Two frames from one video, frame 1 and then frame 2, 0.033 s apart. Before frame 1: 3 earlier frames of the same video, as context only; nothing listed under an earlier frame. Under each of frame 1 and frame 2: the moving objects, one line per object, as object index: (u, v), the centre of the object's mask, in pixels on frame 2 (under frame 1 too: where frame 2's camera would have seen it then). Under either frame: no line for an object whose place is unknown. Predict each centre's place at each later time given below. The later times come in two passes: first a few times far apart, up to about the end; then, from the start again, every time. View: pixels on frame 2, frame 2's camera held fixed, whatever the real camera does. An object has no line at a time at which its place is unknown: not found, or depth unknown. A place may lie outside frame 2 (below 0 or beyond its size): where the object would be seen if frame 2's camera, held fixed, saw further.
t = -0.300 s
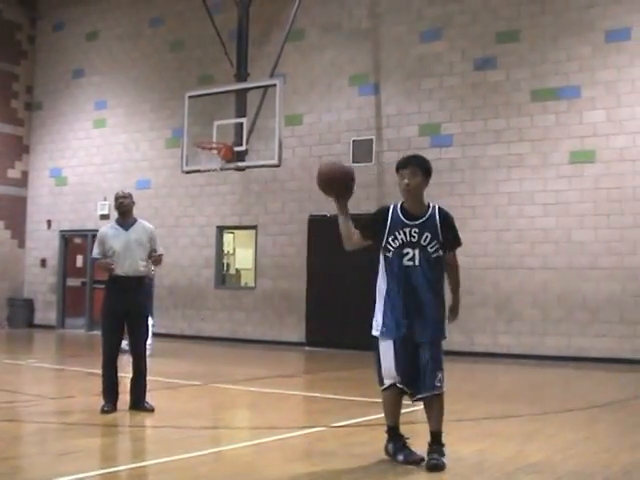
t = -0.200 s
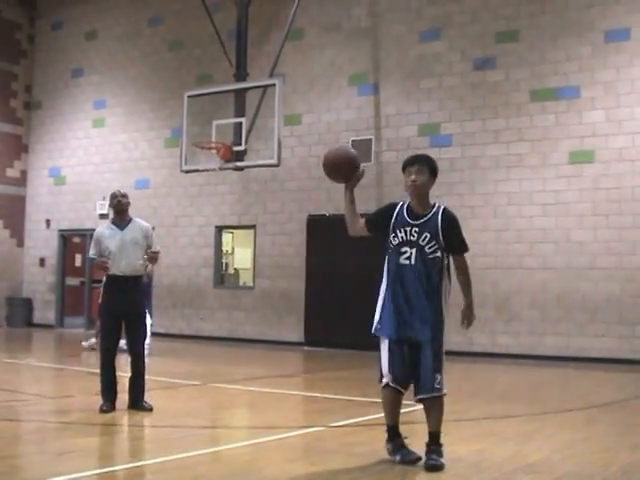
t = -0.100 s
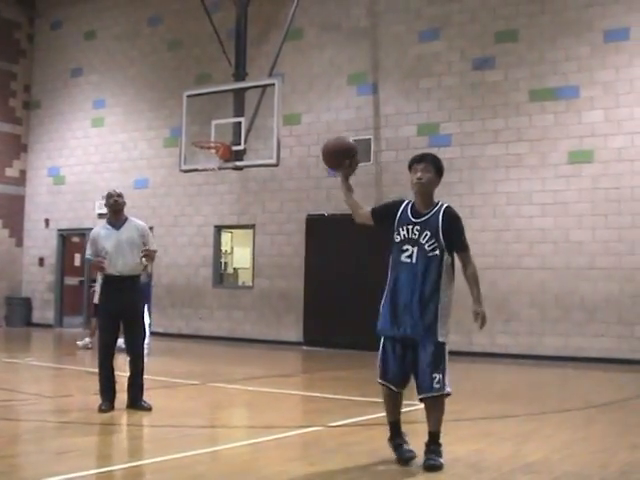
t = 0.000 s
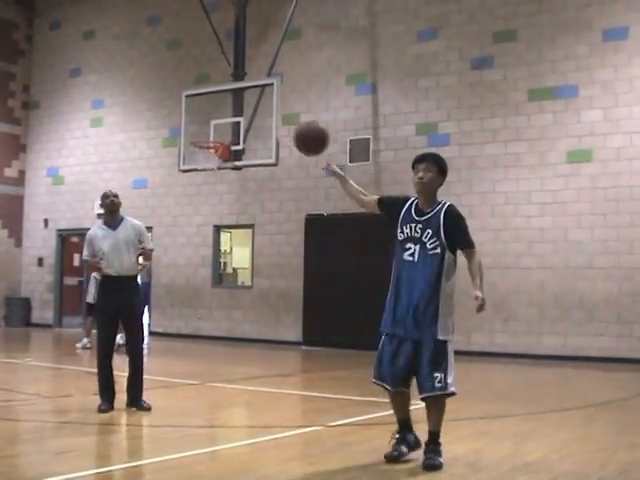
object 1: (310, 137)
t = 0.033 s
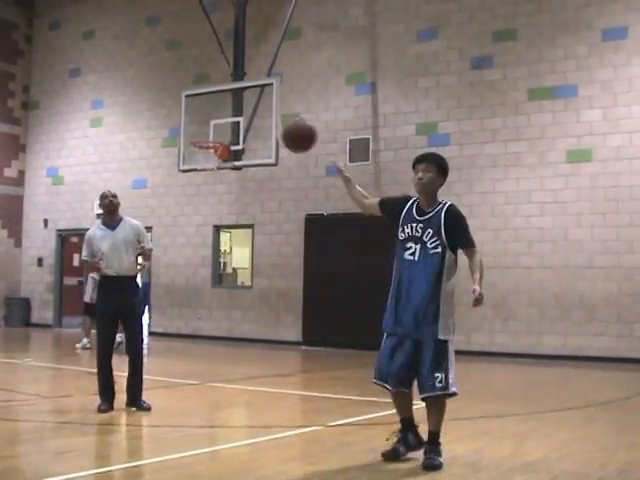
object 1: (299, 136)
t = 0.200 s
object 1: (244, 146)
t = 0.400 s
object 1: (186, 202)
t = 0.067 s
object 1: (287, 135)
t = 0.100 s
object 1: (275, 135)
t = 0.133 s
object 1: (265, 138)
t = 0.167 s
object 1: (254, 142)
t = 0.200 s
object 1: (244, 146)
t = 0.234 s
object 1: (233, 153)
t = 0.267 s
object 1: (223, 161)
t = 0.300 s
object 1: (213, 169)
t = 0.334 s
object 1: (204, 179)
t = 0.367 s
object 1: (195, 190)
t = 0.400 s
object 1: (186, 202)
